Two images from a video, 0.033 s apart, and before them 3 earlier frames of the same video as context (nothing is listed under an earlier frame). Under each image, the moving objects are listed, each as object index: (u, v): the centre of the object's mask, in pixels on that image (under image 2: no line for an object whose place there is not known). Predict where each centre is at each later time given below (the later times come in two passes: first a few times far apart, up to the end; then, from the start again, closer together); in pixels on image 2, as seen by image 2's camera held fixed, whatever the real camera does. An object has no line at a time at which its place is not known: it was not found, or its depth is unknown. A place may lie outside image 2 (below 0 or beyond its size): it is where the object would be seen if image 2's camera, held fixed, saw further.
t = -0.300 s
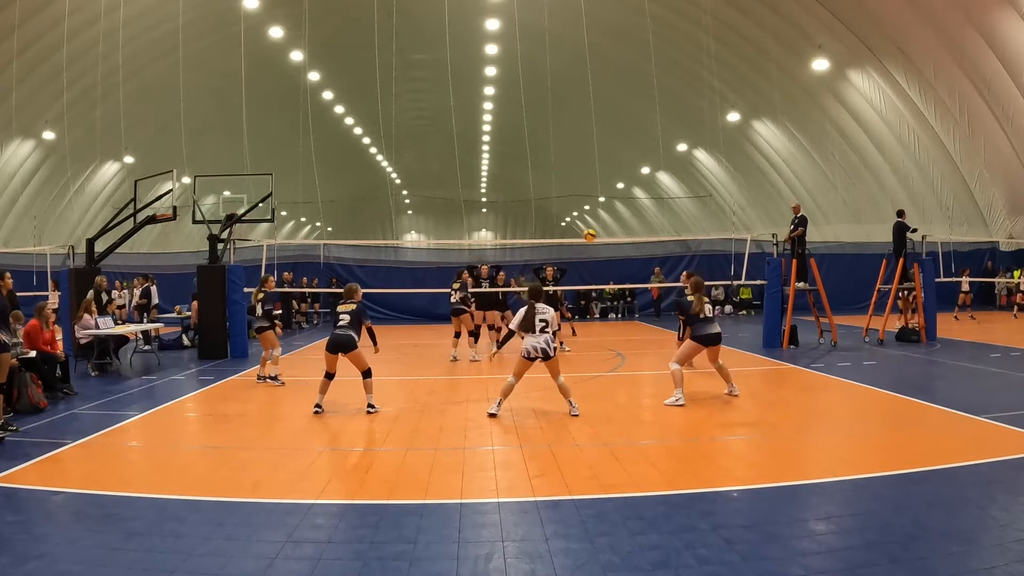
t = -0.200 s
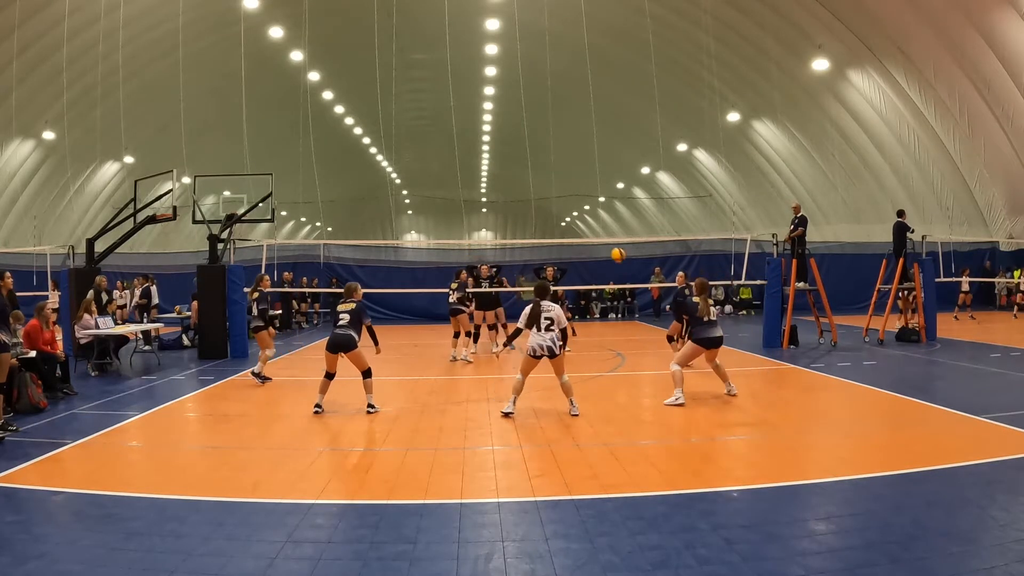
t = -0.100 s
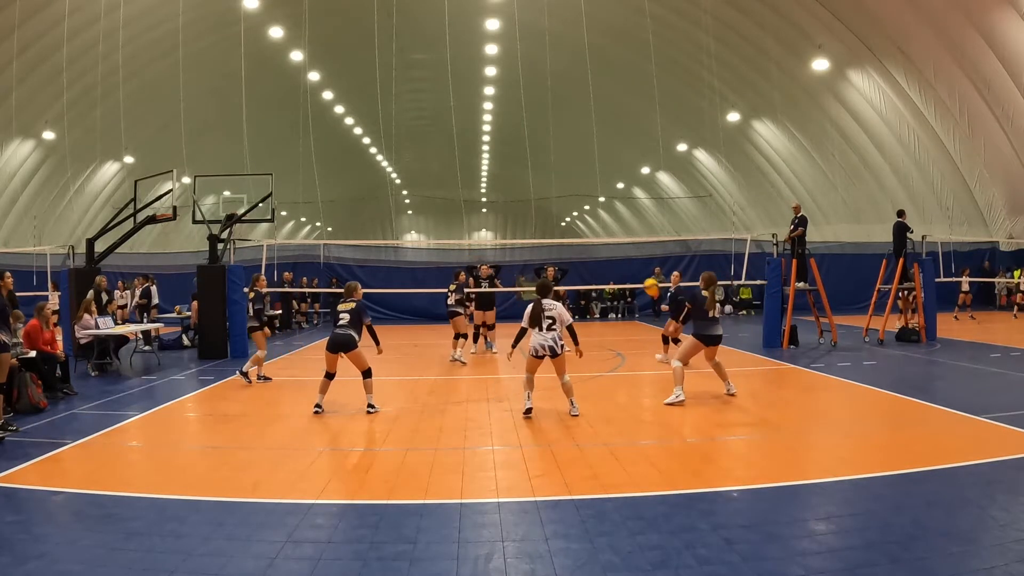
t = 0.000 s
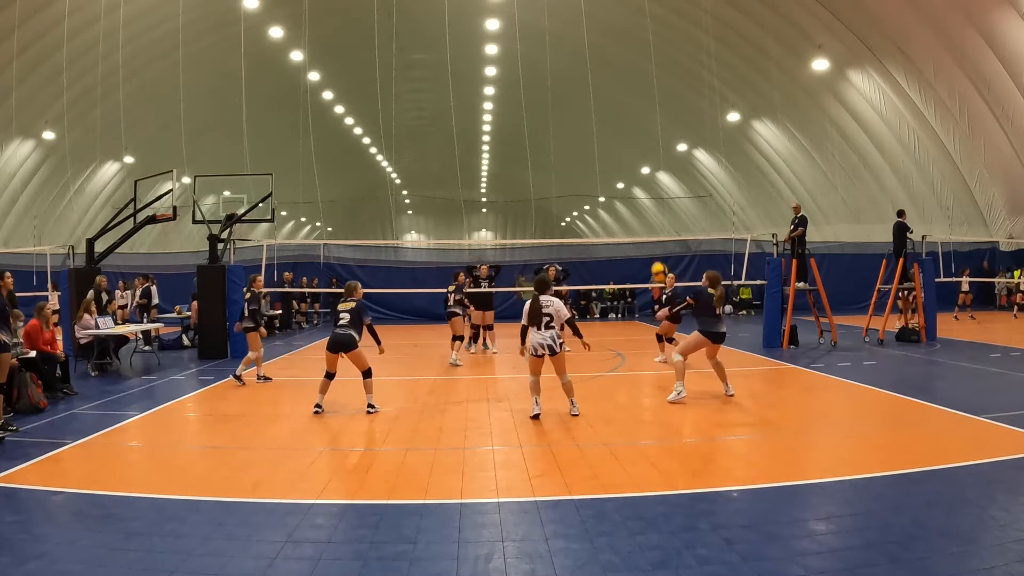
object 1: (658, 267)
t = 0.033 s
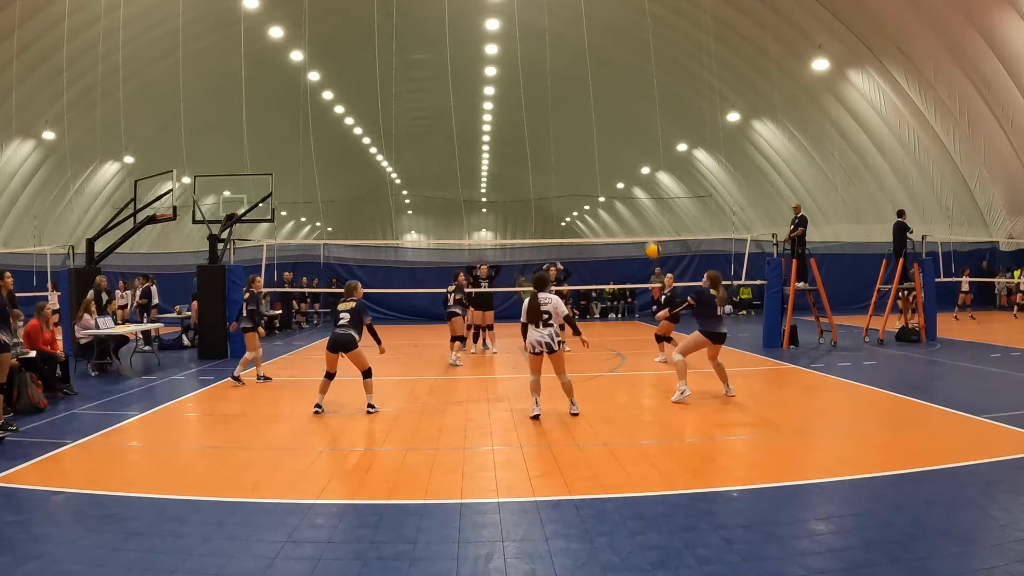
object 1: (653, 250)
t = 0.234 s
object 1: (616, 142)
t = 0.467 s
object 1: (577, 74)
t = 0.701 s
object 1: (543, 42)
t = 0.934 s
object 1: (512, 47)
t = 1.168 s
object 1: (483, 83)
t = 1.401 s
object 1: (456, 157)
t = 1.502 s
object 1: (444, 197)
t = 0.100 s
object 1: (640, 210)
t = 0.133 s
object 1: (634, 192)
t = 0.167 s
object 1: (625, 173)
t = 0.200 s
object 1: (621, 160)
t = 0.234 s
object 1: (616, 142)
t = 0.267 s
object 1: (610, 132)
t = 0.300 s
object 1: (604, 118)
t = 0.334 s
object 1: (598, 110)
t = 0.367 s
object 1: (591, 97)
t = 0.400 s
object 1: (587, 90)
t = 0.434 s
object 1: (582, 80)
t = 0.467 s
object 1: (577, 74)
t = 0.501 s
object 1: (572, 66)
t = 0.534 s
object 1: (567, 61)
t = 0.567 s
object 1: (562, 55)
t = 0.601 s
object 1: (558, 48)
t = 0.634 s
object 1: (552, 47)
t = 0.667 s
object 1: (548, 43)
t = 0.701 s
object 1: (543, 42)
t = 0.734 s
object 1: (538, 40)
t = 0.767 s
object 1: (535, 37)
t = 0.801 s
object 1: (530, 40)
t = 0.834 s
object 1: (525, 39)
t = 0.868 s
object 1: (521, 42)
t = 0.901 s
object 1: (516, 43)
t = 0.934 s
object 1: (512, 47)
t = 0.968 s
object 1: (509, 50)
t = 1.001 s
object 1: (503, 52)
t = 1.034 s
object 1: (500, 60)
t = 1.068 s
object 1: (495, 63)
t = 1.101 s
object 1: (491, 71)
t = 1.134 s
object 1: (487, 79)
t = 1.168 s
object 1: (483, 83)
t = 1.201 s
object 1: (479, 94)
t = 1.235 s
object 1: (474, 100)
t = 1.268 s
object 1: (471, 112)
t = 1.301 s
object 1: (468, 121)
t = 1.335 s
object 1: (464, 134)
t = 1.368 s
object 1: (460, 145)
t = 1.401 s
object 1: (456, 157)
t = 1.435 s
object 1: (452, 170)
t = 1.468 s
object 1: (448, 183)
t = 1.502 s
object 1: (444, 197)
